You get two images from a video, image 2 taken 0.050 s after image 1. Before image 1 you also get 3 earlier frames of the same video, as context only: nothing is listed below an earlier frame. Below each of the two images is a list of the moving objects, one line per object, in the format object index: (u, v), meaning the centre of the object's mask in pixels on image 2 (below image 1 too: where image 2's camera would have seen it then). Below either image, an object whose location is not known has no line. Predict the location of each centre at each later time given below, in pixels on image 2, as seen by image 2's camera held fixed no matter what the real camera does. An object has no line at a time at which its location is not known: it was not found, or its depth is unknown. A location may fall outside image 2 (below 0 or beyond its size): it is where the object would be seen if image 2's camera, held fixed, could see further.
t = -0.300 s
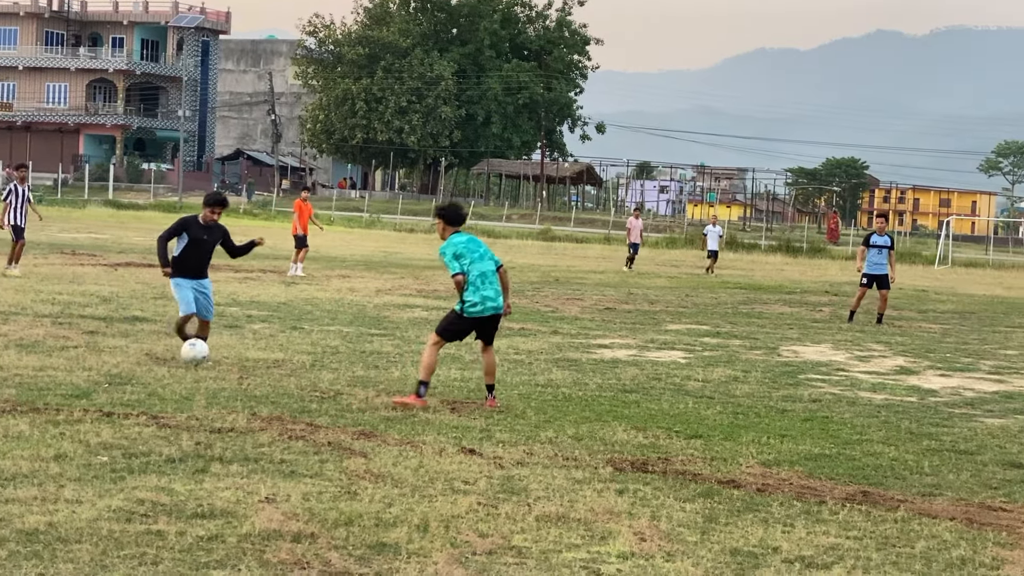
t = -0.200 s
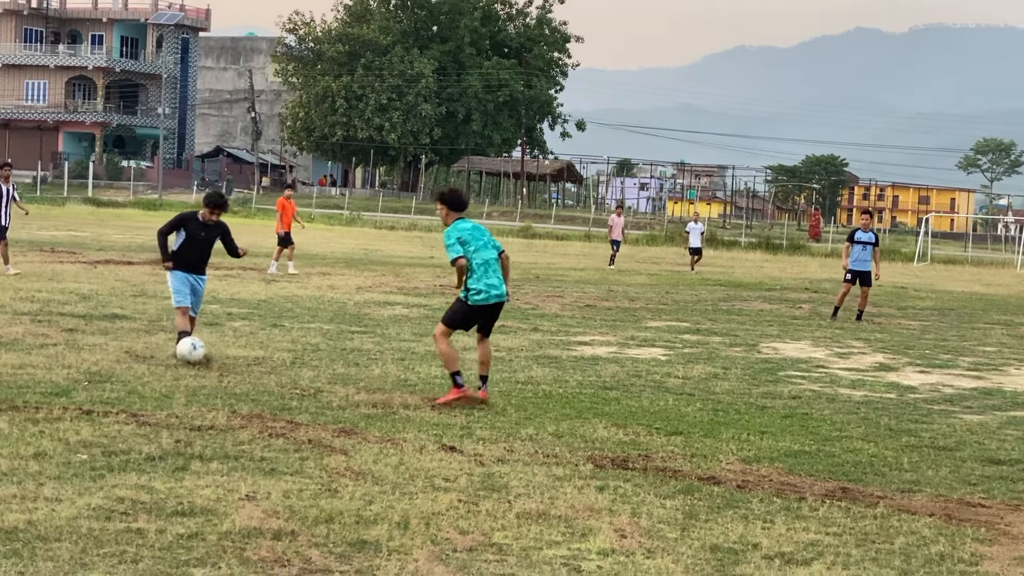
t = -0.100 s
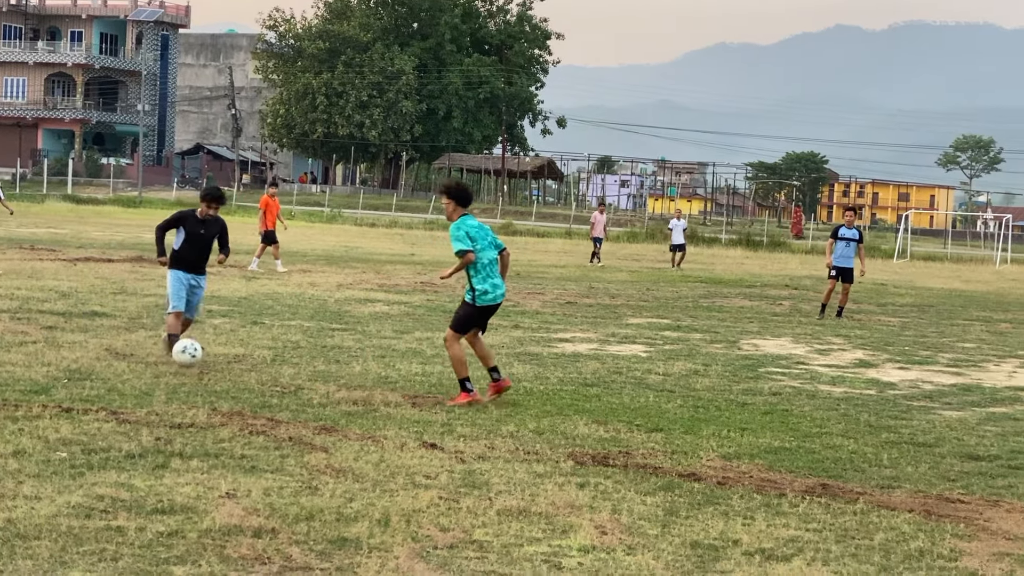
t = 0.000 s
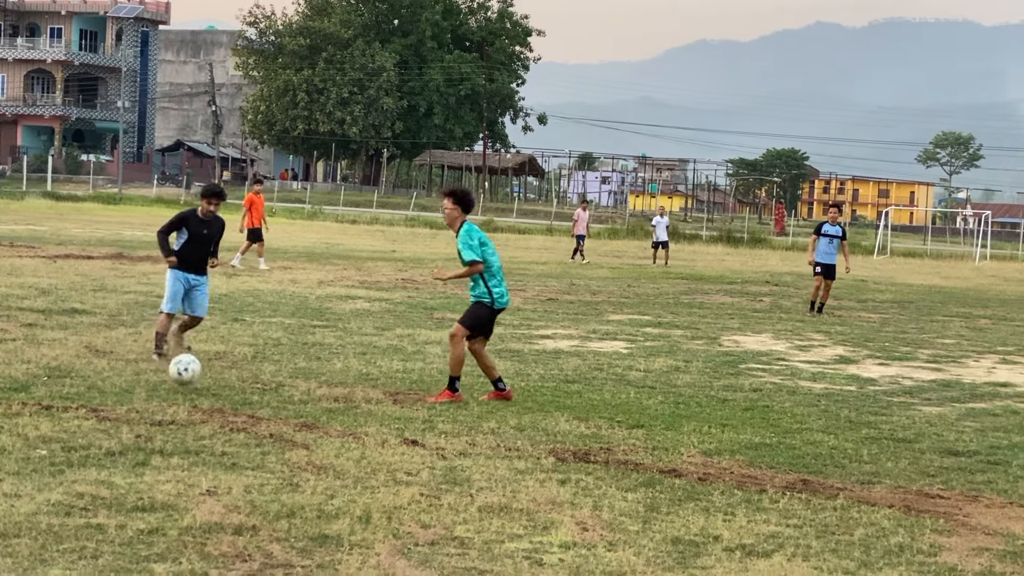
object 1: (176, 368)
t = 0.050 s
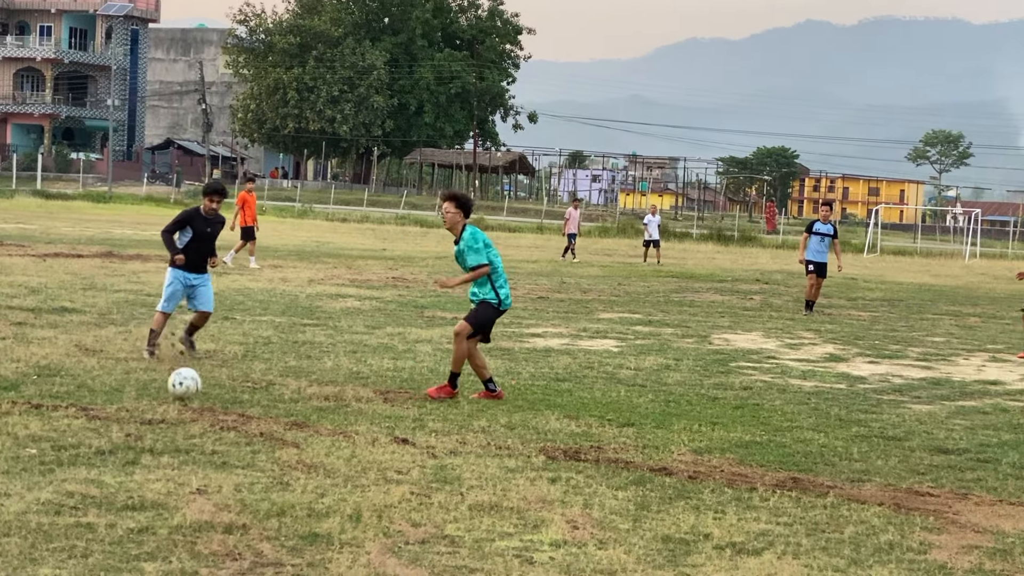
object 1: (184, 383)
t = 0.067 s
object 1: (187, 388)
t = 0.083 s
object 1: (190, 388)
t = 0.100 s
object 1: (193, 389)
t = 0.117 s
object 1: (196, 388)
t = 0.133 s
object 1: (199, 388)
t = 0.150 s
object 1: (202, 388)
